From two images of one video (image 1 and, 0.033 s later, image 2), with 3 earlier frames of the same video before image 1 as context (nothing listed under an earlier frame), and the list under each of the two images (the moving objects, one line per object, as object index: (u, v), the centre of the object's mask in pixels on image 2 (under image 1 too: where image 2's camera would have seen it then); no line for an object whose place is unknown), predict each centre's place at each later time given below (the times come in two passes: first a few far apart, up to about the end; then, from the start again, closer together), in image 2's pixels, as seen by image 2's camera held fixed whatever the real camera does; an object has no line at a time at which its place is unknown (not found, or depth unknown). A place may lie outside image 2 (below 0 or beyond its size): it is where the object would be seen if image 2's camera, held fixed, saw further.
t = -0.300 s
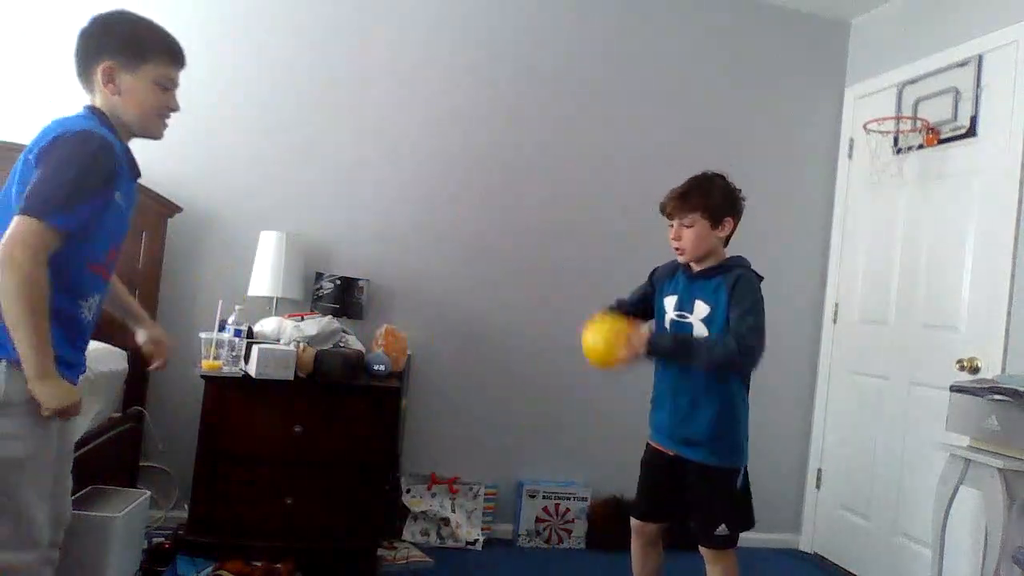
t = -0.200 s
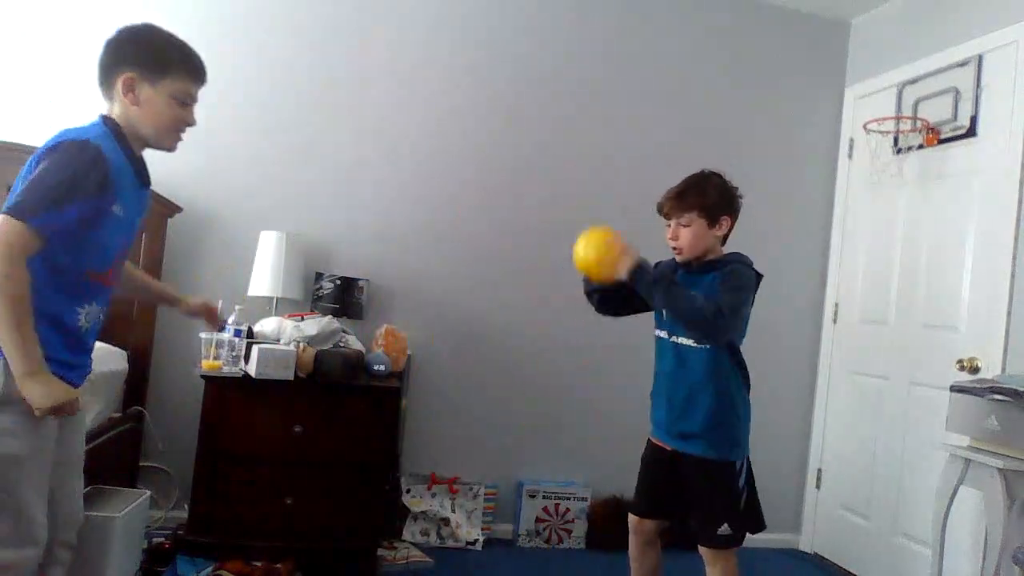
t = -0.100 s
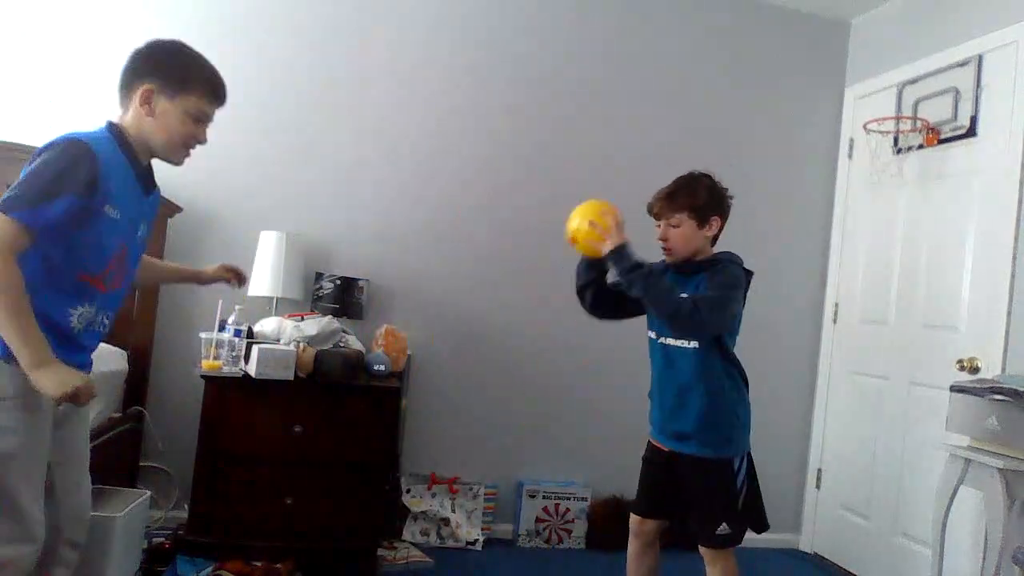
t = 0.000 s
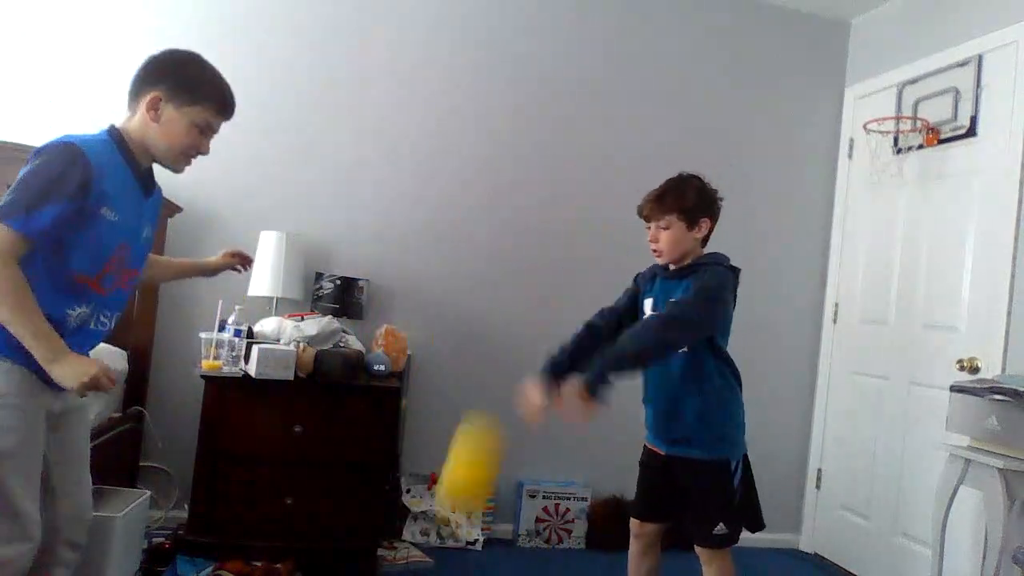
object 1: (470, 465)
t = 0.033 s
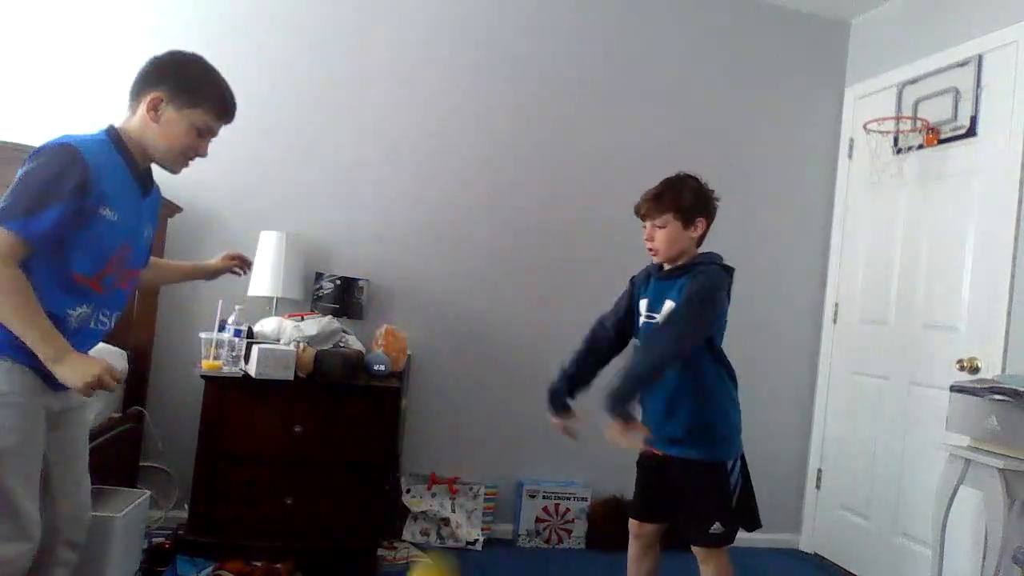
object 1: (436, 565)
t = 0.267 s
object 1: (412, 291)
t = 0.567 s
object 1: (421, 45)
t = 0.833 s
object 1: (399, 106)
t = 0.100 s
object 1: (407, 561)
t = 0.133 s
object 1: (407, 512)
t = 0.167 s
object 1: (408, 451)
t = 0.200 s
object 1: (410, 395)
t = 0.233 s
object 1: (411, 341)
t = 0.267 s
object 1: (412, 291)
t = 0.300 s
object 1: (413, 246)
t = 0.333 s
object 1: (415, 206)
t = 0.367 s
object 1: (417, 171)
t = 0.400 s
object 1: (418, 139)
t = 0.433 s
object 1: (419, 112)
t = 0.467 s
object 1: (420, 89)
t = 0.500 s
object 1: (421, 70)
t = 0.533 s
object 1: (421, 56)
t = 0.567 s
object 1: (421, 45)
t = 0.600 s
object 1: (420, 38)
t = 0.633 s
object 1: (419, 35)
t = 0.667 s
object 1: (417, 36)
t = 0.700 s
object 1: (414, 42)
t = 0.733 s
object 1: (411, 52)
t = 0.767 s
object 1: (408, 65)
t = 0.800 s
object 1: (404, 83)
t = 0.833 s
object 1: (399, 106)
